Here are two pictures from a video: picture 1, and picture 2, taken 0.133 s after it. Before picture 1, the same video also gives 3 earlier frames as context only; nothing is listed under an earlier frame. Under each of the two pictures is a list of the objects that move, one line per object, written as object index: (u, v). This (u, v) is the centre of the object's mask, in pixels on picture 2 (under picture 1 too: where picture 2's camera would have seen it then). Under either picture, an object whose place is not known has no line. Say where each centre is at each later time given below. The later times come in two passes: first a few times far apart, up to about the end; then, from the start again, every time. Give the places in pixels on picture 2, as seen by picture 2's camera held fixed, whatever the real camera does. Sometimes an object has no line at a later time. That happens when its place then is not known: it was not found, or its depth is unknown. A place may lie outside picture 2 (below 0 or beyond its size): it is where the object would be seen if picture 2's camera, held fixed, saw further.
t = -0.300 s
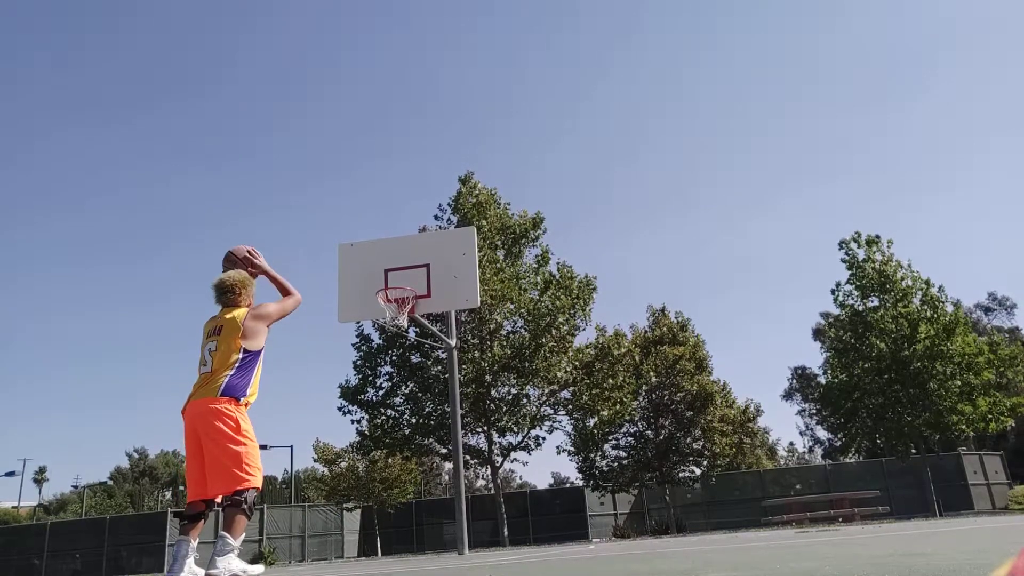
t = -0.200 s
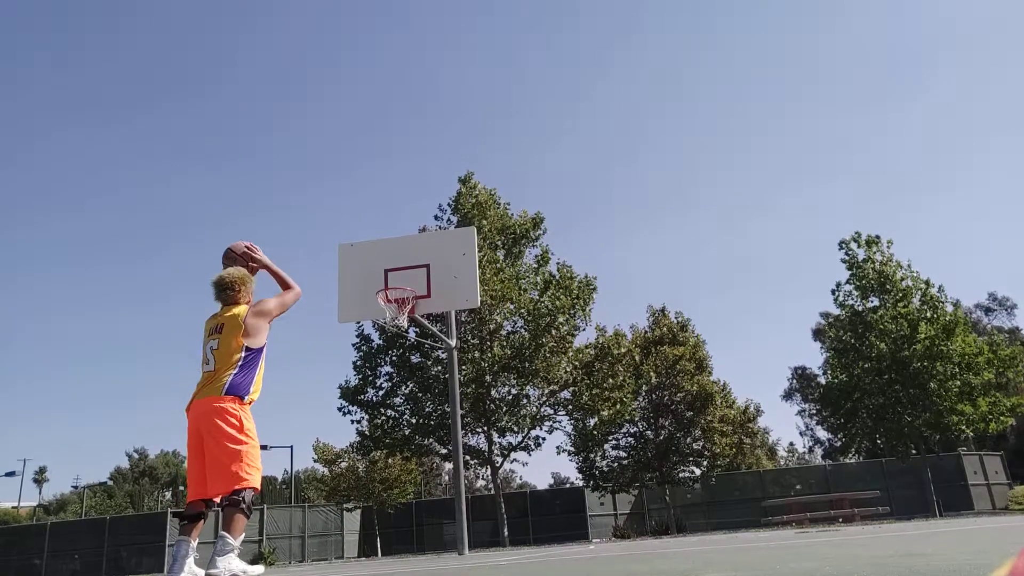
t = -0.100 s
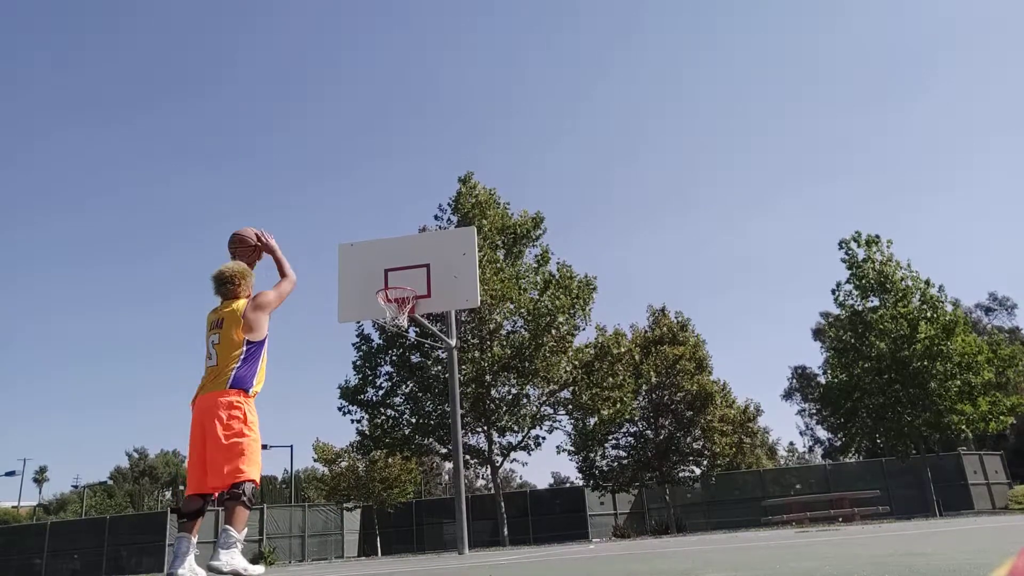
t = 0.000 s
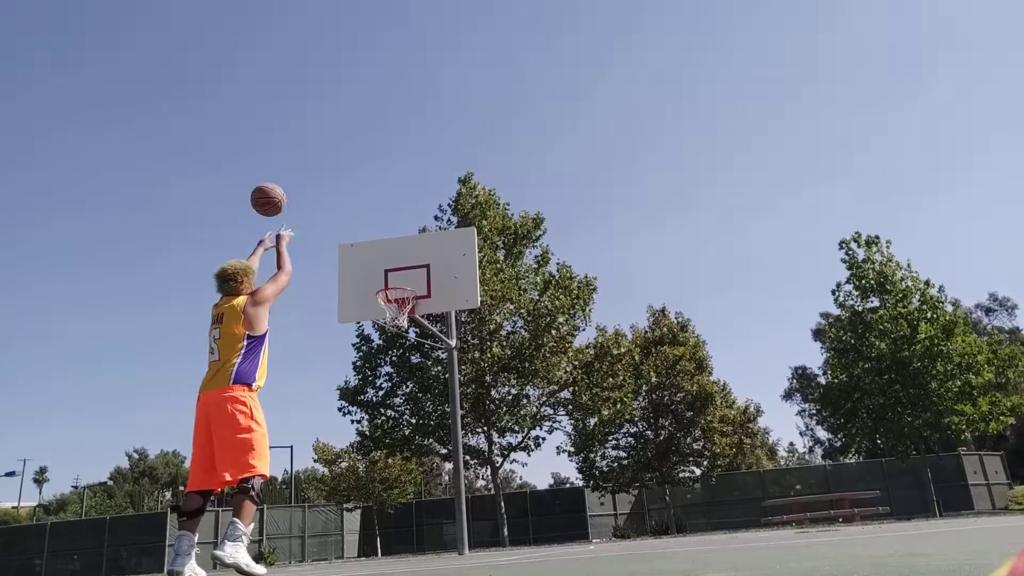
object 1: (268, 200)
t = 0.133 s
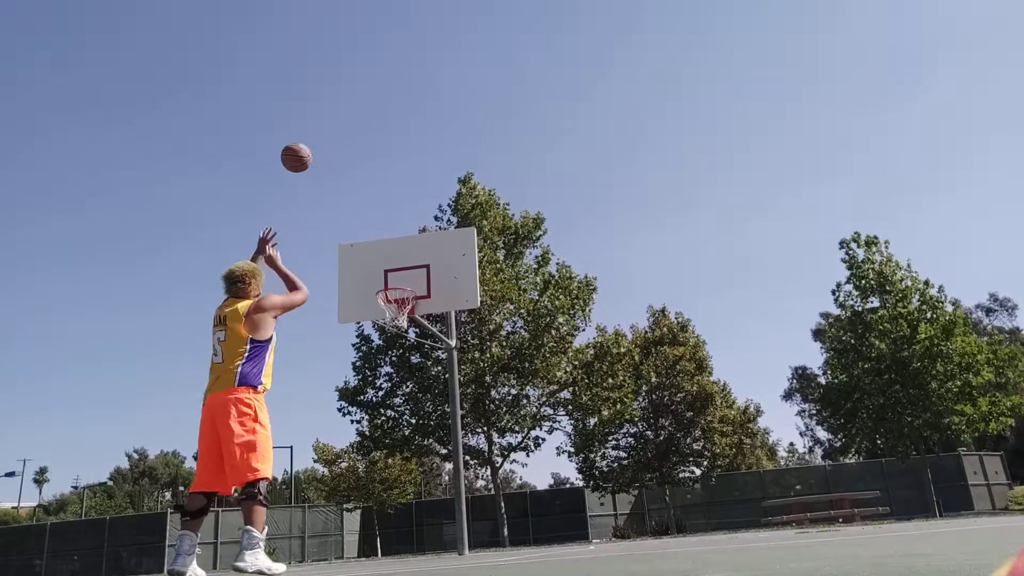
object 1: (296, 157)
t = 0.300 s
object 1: (323, 140)
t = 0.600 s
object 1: (359, 172)
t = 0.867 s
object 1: (384, 248)
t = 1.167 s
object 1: (408, 238)
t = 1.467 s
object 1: (431, 202)
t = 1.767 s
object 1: (457, 233)
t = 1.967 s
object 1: (477, 296)
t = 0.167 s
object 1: (302, 151)
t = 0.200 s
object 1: (308, 147)
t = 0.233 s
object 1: (313, 144)
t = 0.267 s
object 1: (318, 141)
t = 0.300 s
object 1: (323, 140)
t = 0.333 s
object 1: (327, 140)
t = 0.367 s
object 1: (332, 141)
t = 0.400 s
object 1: (336, 142)
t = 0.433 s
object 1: (340, 146)
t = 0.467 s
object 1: (344, 150)
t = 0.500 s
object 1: (348, 154)
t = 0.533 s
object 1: (352, 159)
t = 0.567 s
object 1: (356, 165)
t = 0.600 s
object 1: (359, 172)
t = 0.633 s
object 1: (362, 179)
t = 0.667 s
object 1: (366, 187)
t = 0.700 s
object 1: (369, 196)
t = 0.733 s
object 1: (372, 205)
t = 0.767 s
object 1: (376, 215)
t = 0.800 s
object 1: (379, 226)
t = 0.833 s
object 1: (382, 236)
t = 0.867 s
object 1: (384, 248)
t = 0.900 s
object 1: (388, 261)
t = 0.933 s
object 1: (390, 273)
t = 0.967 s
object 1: (393, 286)
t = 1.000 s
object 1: (396, 282)
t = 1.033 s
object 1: (398, 274)
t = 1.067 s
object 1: (400, 265)
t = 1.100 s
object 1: (403, 254)
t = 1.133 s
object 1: (406, 246)
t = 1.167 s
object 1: (408, 238)
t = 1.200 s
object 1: (410, 231)
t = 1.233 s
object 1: (413, 224)
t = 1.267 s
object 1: (415, 219)
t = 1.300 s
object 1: (417, 215)
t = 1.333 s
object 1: (420, 211)
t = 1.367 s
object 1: (423, 207)
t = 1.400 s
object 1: (426, 205)
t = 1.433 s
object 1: (428, 203)
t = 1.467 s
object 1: (431, 202)
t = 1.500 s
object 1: (434, 202)
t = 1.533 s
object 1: (436, 203)
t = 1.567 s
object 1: (439, 205)
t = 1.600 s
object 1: (442, 208)
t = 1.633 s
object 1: (445, 211)
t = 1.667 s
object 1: (448, 215)
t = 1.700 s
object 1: (452, 221)
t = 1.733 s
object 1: (454, 226)
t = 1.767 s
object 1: (457, 233)
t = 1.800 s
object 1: (460, 241)
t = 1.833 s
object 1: (463, 250)
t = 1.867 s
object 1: (467, 260)
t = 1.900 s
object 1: (469, 271)
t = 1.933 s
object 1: (473, 283)
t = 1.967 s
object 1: (477, 296)
